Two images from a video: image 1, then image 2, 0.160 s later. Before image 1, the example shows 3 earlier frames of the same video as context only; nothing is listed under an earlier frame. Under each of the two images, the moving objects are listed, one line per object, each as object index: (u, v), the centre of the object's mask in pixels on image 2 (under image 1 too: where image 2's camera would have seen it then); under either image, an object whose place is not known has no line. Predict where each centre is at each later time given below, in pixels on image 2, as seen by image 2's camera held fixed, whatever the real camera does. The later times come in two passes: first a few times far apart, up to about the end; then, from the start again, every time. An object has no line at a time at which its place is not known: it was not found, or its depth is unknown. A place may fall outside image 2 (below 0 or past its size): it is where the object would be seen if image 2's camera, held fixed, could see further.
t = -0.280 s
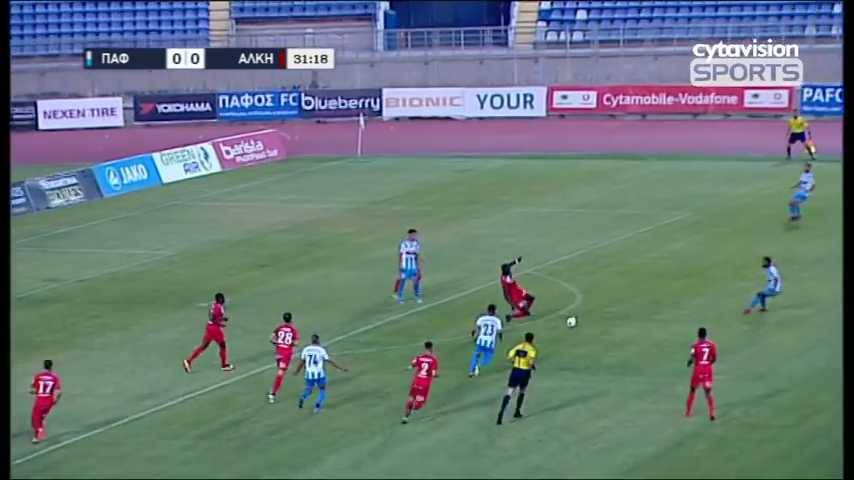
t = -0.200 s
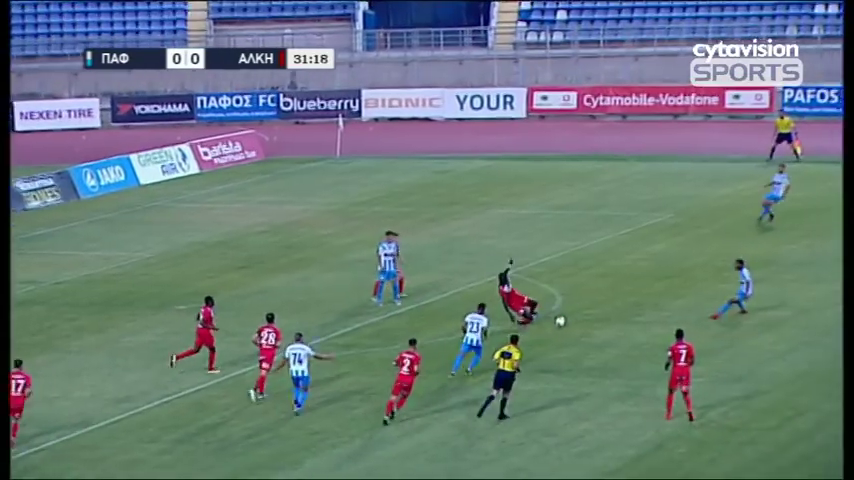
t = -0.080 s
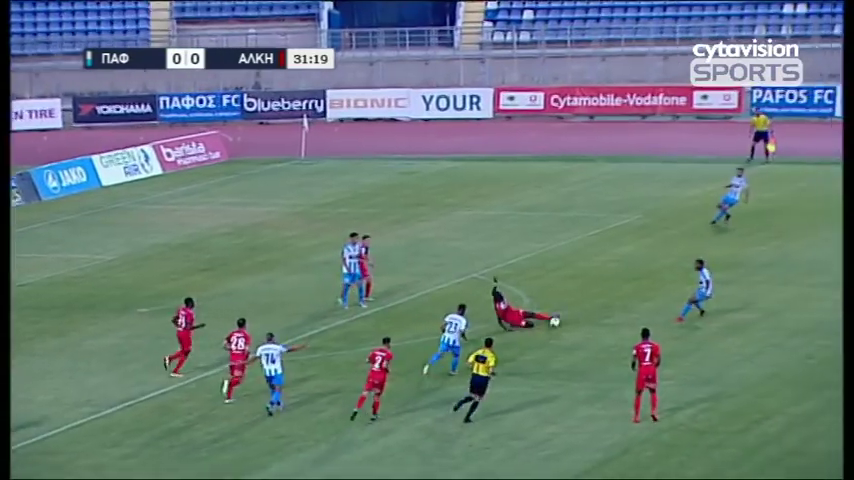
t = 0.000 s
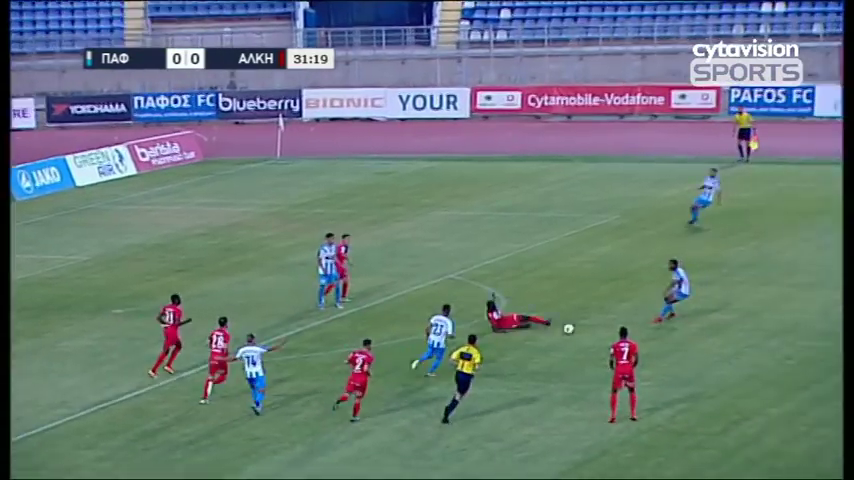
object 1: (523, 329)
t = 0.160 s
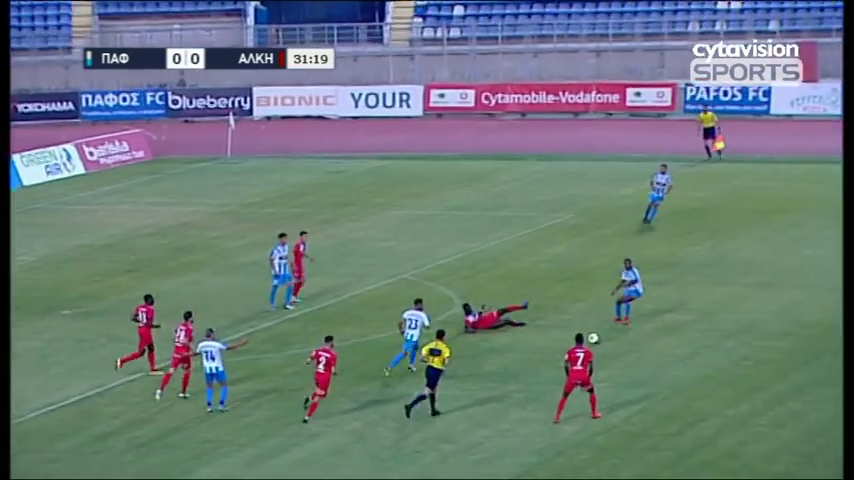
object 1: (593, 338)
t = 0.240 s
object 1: (628, 346)
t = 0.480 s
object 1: (724, 359)
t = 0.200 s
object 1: (611, 342)
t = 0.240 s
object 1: (628, 346)
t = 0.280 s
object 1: (643, 347)
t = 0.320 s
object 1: (660, 349)
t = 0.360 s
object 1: (677, 352)
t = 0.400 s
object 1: (693, 355)
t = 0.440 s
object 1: (709, 358)
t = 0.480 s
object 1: (724, 359)
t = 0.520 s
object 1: (740, 363)
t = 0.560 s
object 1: (756, 366)
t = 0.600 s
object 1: (770, 366)
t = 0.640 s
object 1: (785, 369)
